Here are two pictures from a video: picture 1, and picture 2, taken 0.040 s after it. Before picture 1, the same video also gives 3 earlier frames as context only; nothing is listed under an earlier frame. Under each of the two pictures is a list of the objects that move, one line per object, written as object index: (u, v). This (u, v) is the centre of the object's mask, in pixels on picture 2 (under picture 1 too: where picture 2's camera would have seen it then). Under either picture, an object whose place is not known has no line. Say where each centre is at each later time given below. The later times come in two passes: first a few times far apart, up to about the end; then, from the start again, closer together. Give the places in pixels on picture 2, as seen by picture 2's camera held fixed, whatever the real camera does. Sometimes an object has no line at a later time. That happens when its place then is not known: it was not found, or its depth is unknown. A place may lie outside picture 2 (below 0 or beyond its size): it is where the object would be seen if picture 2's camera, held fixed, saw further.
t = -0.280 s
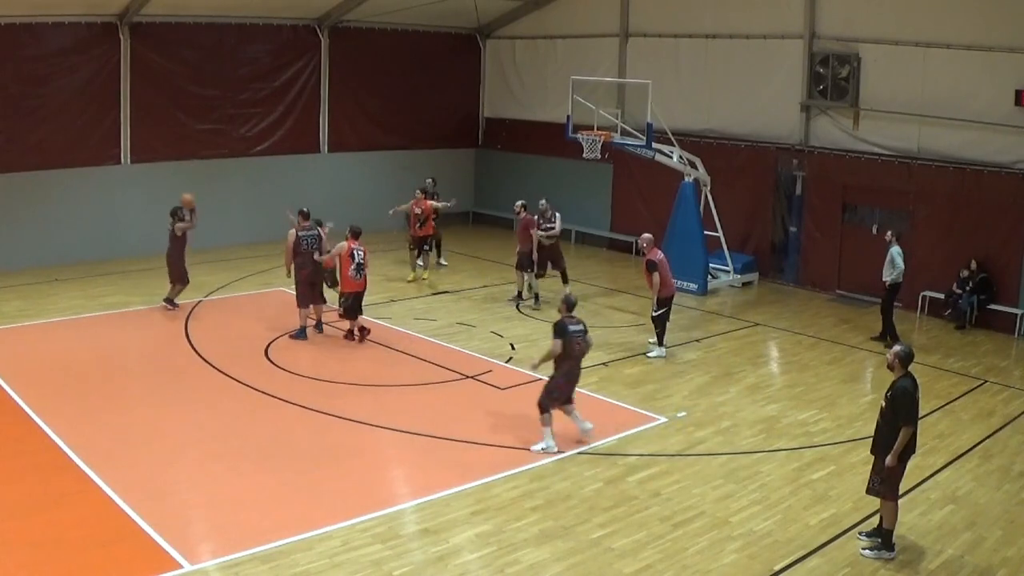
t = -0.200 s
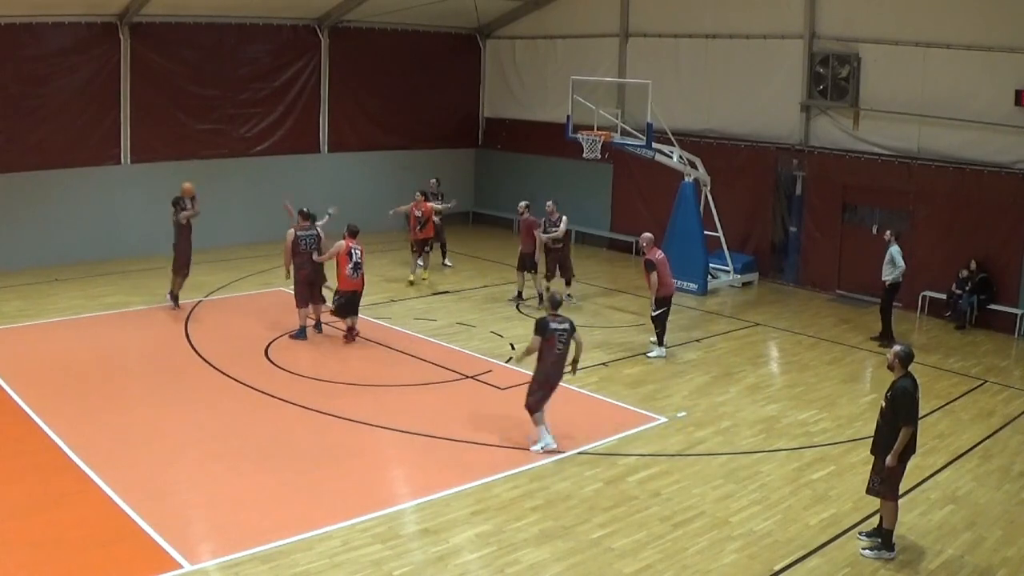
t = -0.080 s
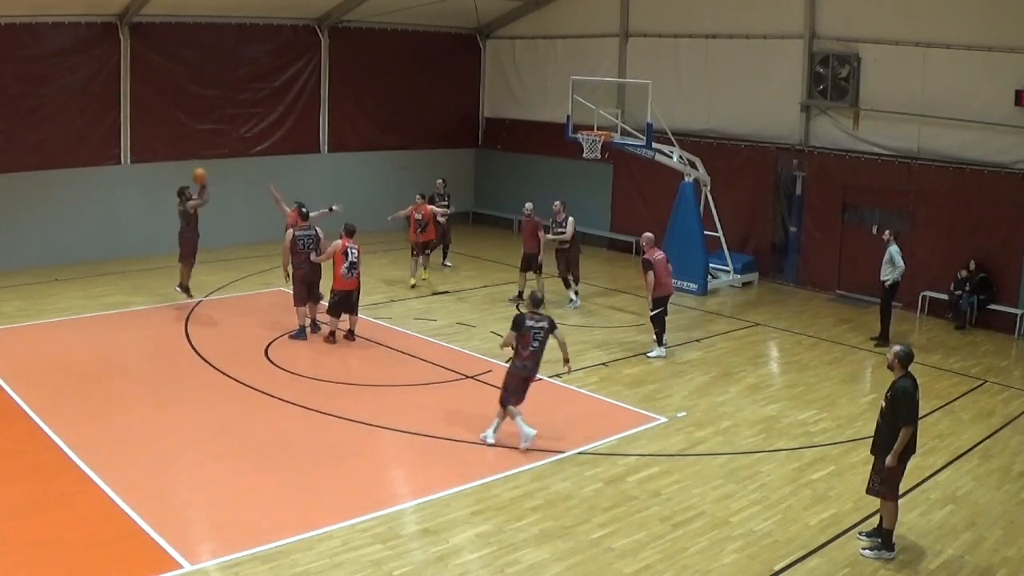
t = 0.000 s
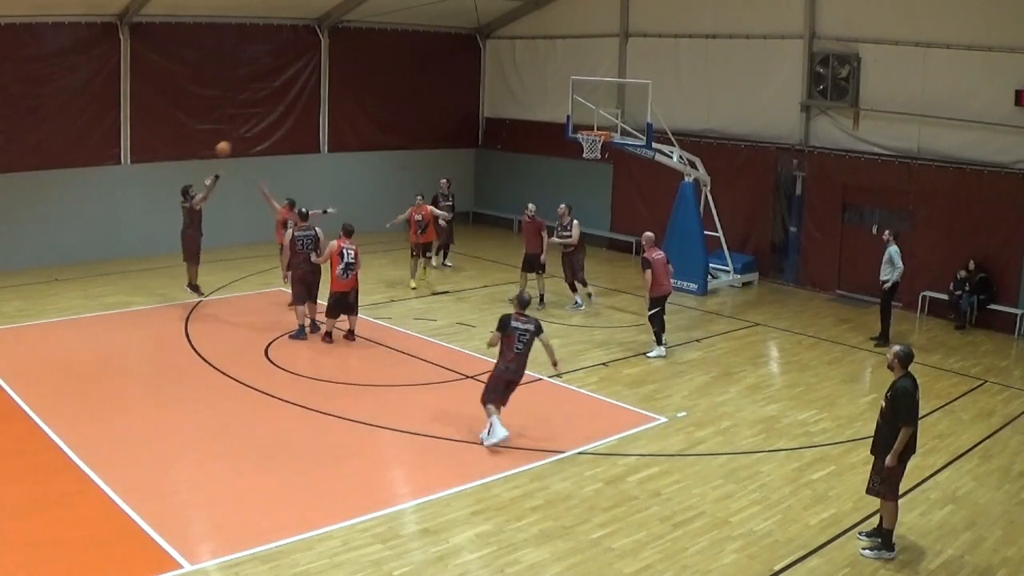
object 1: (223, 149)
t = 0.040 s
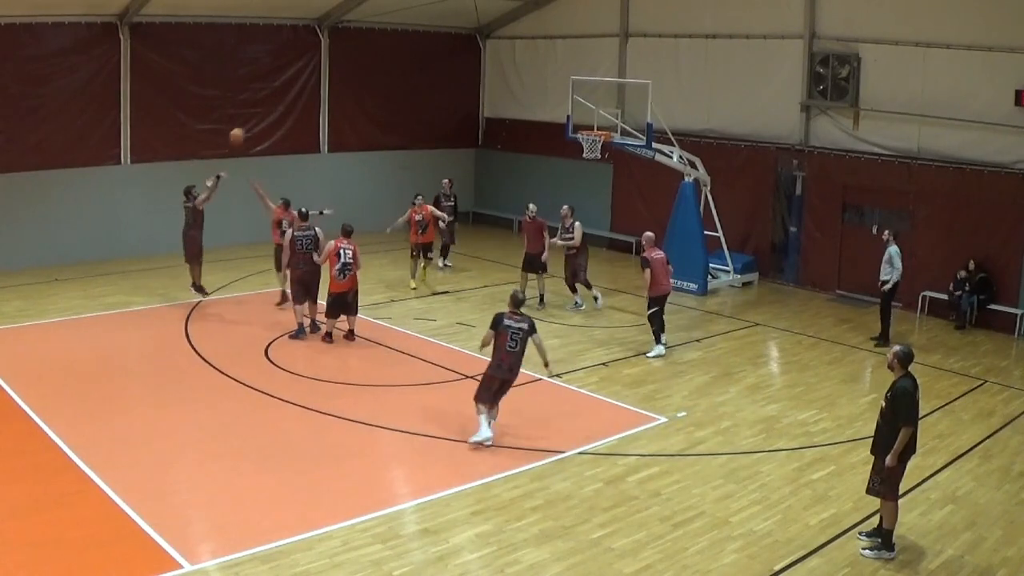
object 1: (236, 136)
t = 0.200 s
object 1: (293, 92)
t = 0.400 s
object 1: (364, 58)
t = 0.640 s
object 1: (447, 50)
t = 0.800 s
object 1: (501, 62)
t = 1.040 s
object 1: (578, 110)
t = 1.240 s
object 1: (593, 122)
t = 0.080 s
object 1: (251, 123)
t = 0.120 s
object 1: (265, 112)
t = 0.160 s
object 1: (279, 101)
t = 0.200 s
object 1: (293, 92)
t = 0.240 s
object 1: (308, 83)
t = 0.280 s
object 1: (321, 75)
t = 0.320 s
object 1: (337, 68)
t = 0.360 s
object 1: (350, 63)
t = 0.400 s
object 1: (364, 58)
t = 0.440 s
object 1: (378, 54)
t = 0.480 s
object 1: (392, 52)
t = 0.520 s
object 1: (406, 50)
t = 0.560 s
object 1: (420, 49)
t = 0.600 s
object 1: (433, 49)
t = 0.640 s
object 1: (447, 50)
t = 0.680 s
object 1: (461, 52)
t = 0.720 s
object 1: (473, 55)
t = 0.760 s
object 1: (488, 57)
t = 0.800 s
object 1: (501, 62)
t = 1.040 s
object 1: (578, 110)
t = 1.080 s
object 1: (590, 121)
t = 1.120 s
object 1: (595, 126)
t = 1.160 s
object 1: (594, 124)
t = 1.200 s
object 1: (594, 122)
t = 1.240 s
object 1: (593, 122)
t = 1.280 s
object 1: (593, 122)
